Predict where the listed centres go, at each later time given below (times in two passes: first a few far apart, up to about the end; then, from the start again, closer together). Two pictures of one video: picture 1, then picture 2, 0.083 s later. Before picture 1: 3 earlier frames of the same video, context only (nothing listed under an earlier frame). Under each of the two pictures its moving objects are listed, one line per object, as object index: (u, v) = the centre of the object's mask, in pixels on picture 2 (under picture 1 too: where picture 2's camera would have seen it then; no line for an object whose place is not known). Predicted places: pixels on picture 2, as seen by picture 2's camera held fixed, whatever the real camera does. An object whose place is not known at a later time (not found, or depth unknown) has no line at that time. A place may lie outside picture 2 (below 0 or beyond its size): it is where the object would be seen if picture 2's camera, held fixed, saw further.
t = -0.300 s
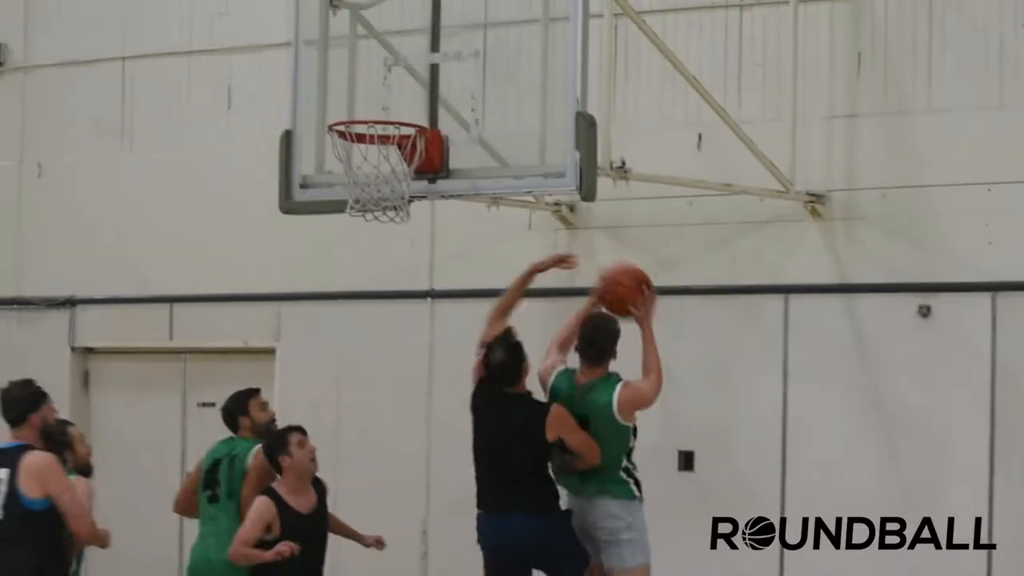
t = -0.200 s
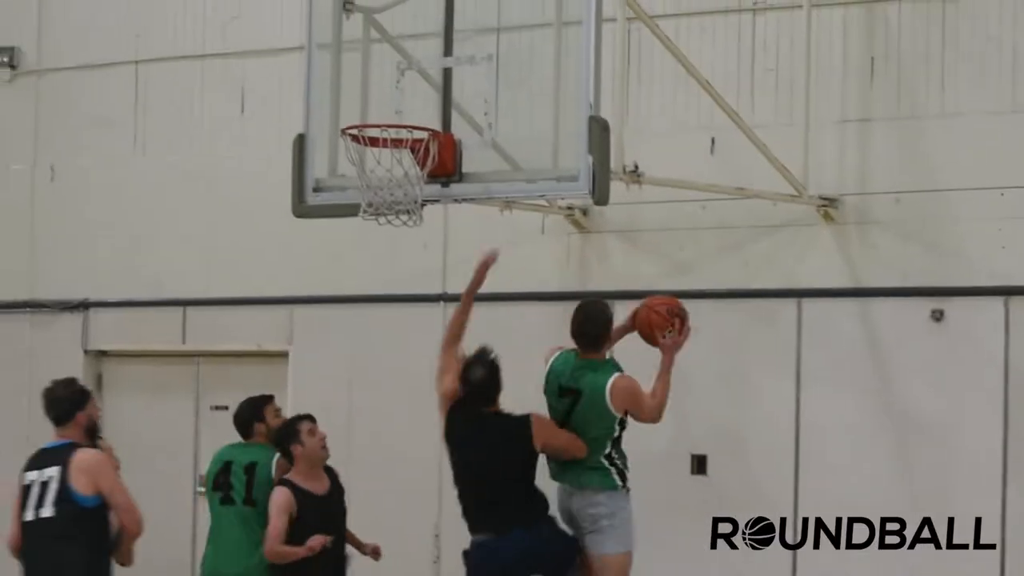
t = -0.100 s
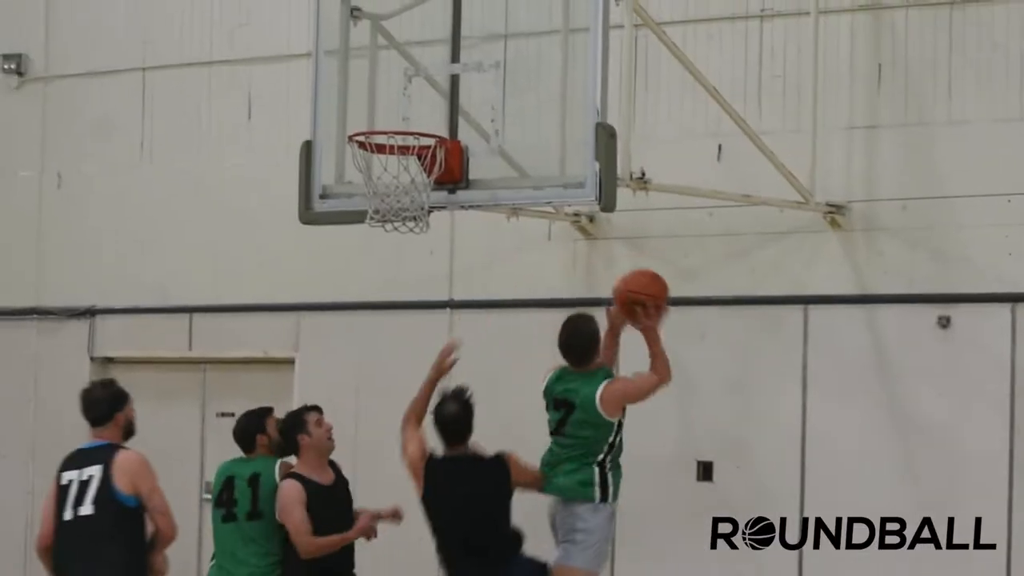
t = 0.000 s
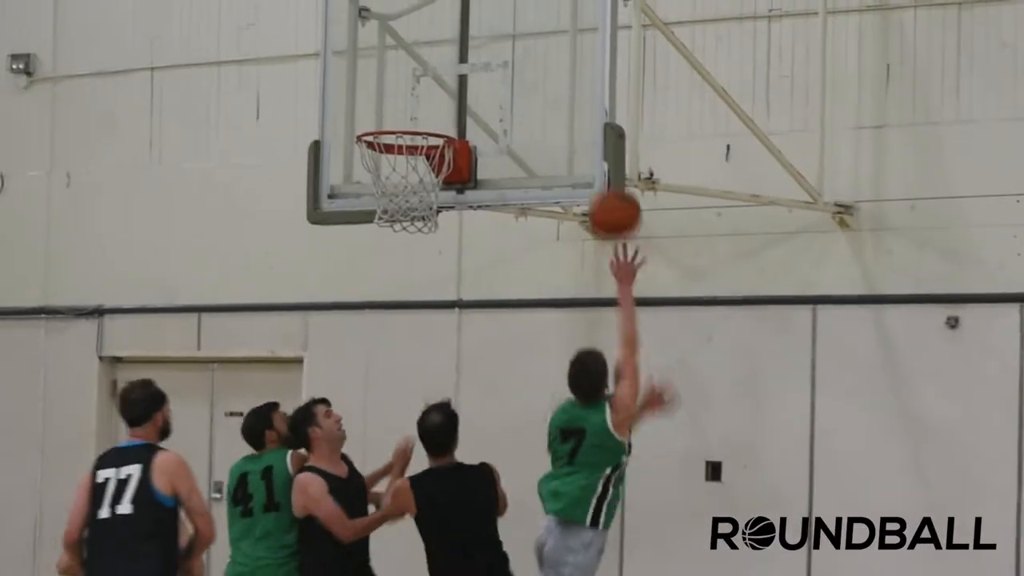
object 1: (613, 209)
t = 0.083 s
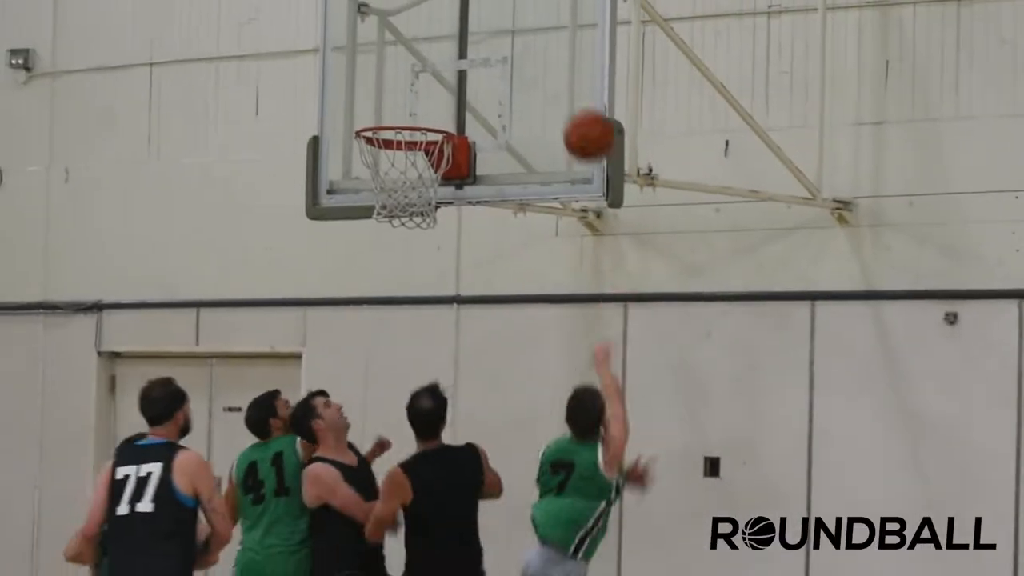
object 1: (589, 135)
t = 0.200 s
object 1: (555, 61)
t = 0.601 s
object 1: (410, 112)
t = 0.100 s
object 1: (584, 122)
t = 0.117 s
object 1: (579, 110)
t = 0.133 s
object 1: (574, 99)
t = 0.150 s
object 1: (569, 89)
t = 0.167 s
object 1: (565, 79)
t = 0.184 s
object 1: (560, 70)
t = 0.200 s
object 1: (555, 61)
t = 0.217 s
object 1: (550, 52)
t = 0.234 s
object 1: (546, 44)
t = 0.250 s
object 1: (541, 38)
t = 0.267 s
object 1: (534, 36)
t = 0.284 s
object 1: (528, 36)
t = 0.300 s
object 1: (521, 36)
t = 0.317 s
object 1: (514, 37)
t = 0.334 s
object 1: (508, 39)
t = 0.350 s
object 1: (501, 41)
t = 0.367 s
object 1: (495, 43)
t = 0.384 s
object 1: (488, 46)
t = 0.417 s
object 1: (474, 54)
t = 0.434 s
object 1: (467, 59)
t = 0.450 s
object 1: (460, 64)
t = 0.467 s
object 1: (453, 70)
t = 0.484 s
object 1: (446, 77)
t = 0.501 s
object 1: (439, 84)
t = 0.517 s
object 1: (432, 92)
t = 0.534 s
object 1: (426, 100)
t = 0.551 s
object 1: (419, 107)
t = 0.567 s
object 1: (415, 112)
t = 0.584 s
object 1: (412, 115)
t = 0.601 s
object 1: (410, 112)
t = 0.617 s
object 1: (407, 113)
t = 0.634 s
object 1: (404, 115)
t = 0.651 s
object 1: (401, 128)
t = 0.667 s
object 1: (398, 132)
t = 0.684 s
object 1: (395, 136)
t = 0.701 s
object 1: (392, 143)
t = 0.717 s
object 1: (389, 148)
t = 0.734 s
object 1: (386, 154)
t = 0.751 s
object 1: (382, 162)
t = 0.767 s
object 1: (381, 165)
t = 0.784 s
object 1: (380, 172)
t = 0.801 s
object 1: (379, 176)
